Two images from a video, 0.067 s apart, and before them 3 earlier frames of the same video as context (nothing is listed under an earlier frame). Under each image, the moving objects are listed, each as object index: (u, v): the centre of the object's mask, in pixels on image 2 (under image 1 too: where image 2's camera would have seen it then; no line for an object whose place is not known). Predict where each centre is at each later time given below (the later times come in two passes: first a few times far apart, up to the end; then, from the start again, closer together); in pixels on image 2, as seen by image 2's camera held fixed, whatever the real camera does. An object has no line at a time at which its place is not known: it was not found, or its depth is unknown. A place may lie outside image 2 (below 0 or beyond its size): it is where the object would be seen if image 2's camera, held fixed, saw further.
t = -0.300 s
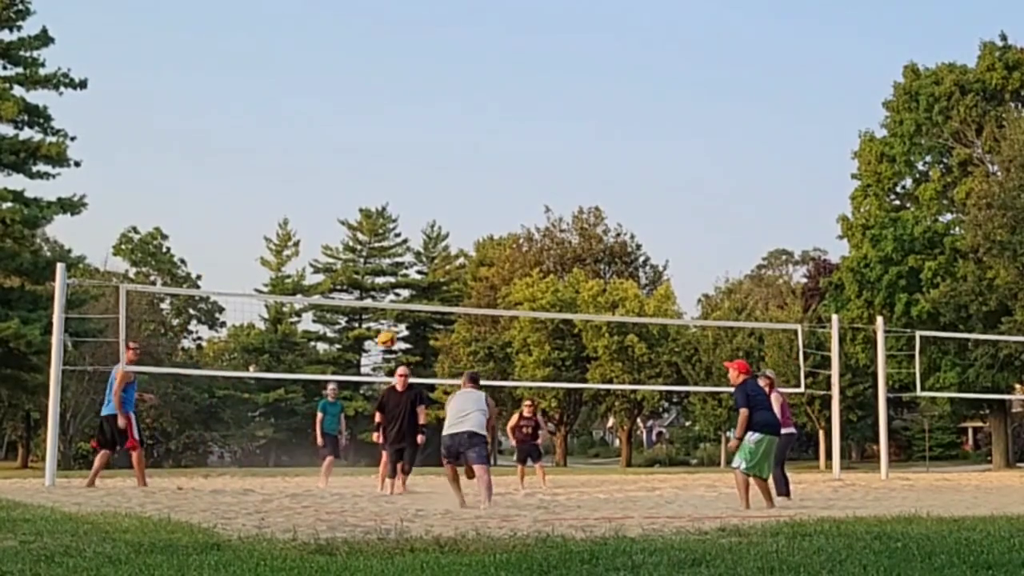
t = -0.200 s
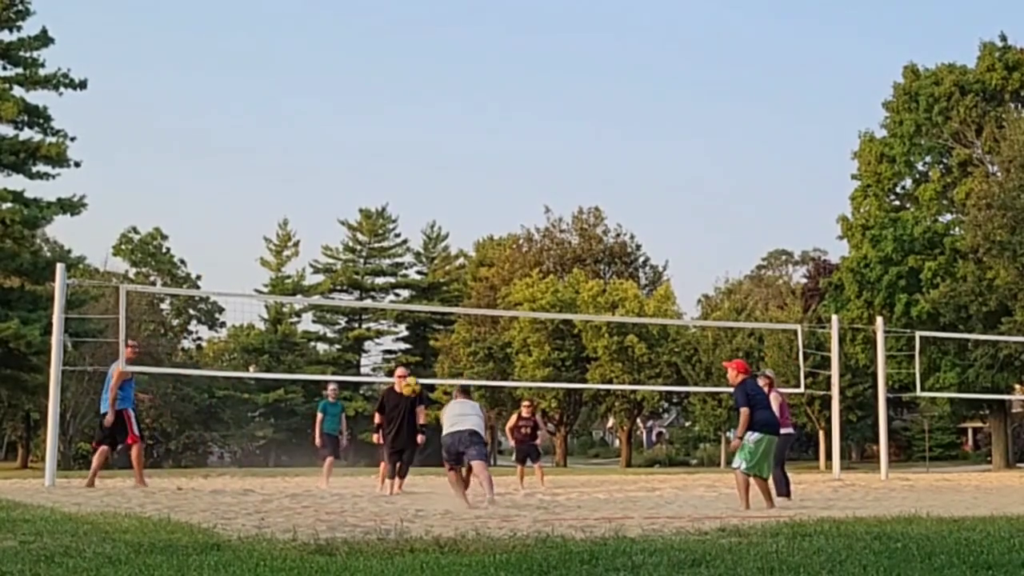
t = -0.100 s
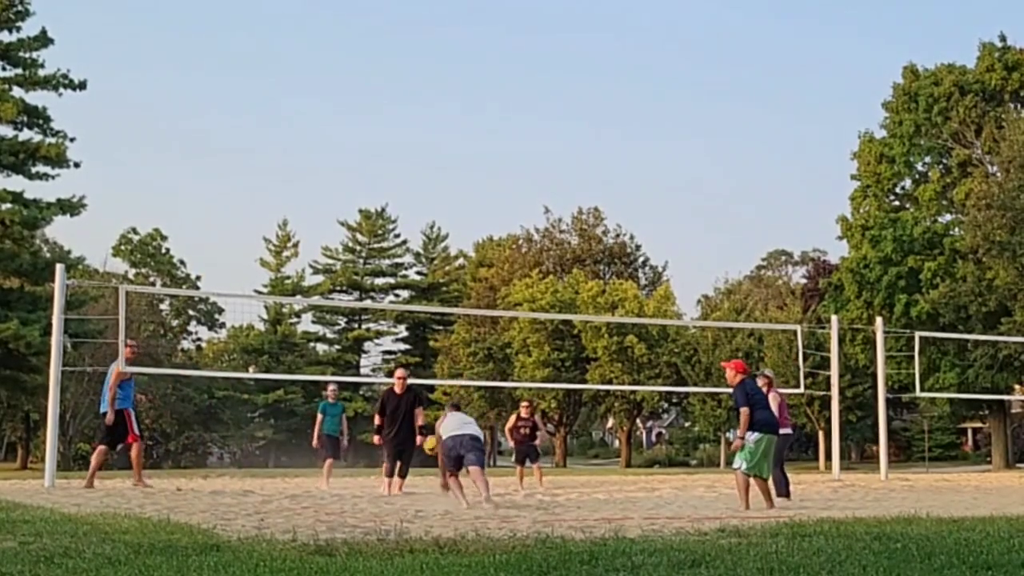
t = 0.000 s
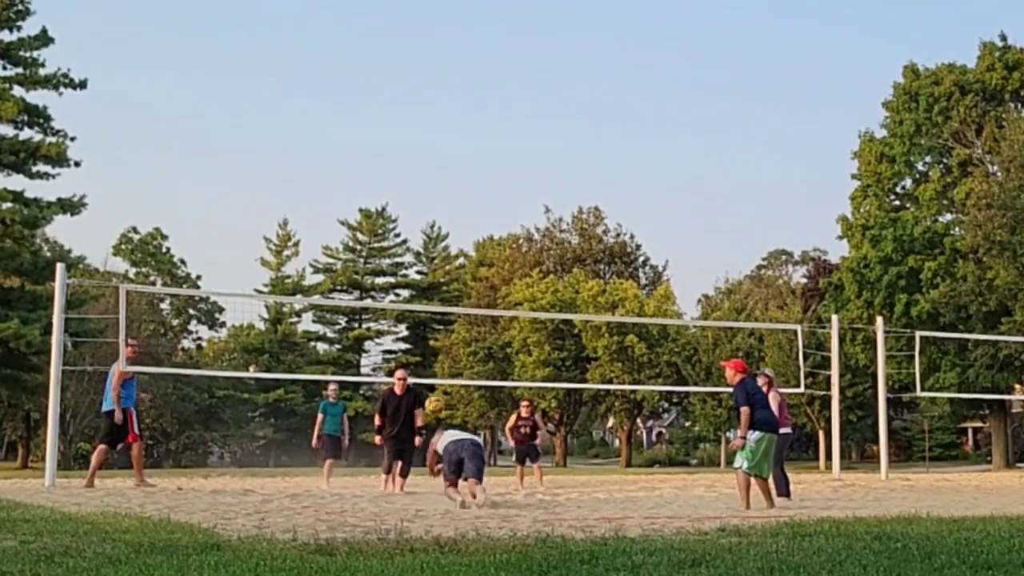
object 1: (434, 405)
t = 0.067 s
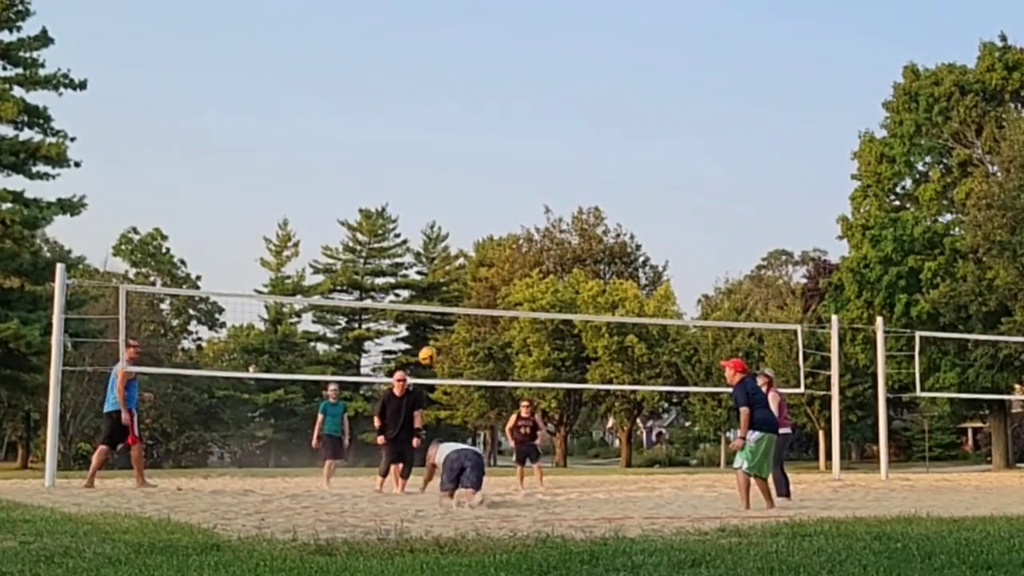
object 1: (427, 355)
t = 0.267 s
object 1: (411, 243)
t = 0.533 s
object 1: (395, 161)
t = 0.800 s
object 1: (380, 139)
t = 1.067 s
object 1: (366, 162)
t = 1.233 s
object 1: (358, 197)
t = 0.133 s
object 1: (421, 313)
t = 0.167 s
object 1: (419, 293)
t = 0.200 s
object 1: (417, 274)
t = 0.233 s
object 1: (414, 259)
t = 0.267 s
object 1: (411, 243)
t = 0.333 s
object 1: (406, 216)
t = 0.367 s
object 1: (404, 204)
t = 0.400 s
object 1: (403, 193)
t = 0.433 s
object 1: (400, 183)
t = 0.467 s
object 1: (399, 175)
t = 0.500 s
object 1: (397, 167)
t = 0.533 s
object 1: (395, 161)
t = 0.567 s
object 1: (392, 155)
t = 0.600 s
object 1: (391, 151)
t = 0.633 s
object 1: (389, 146)
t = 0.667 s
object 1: (387, 143)
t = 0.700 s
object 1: (385, 141)
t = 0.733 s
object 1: (383, 139)
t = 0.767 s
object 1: (382, 139)
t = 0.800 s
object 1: (380, 139)
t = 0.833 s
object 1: (378, 139)
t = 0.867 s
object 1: (377, 140)
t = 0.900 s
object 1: (375, 142)
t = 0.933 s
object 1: (373, 145)
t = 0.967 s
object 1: (371, 149)
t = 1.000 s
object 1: (370, 153)
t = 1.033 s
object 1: (368, 157)
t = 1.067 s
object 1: (366, 162)
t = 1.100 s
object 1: (364, 168)
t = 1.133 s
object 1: (363, 174)
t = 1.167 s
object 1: (362, 181)
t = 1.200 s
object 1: (359, 189)
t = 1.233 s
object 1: (358, 197)
